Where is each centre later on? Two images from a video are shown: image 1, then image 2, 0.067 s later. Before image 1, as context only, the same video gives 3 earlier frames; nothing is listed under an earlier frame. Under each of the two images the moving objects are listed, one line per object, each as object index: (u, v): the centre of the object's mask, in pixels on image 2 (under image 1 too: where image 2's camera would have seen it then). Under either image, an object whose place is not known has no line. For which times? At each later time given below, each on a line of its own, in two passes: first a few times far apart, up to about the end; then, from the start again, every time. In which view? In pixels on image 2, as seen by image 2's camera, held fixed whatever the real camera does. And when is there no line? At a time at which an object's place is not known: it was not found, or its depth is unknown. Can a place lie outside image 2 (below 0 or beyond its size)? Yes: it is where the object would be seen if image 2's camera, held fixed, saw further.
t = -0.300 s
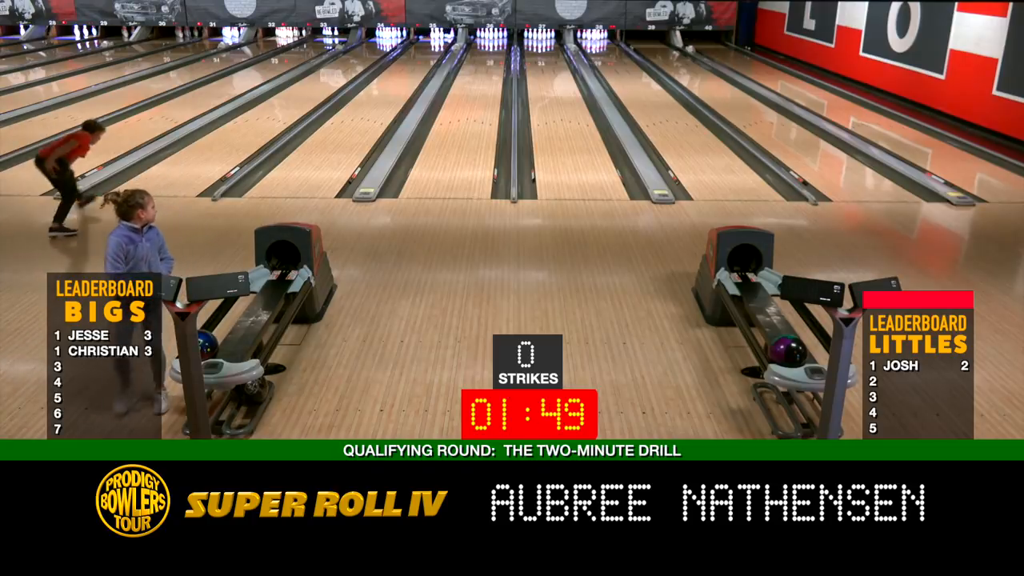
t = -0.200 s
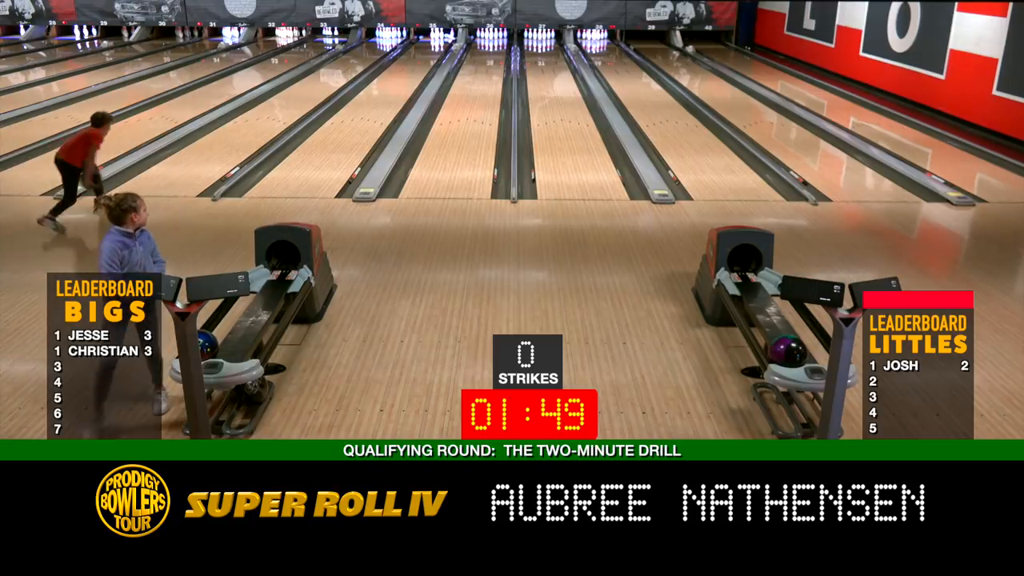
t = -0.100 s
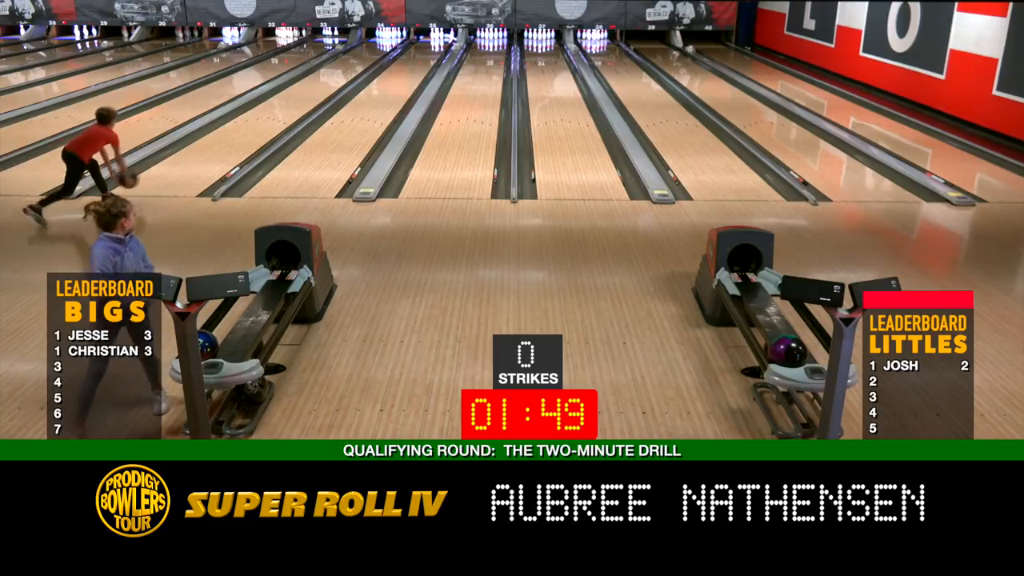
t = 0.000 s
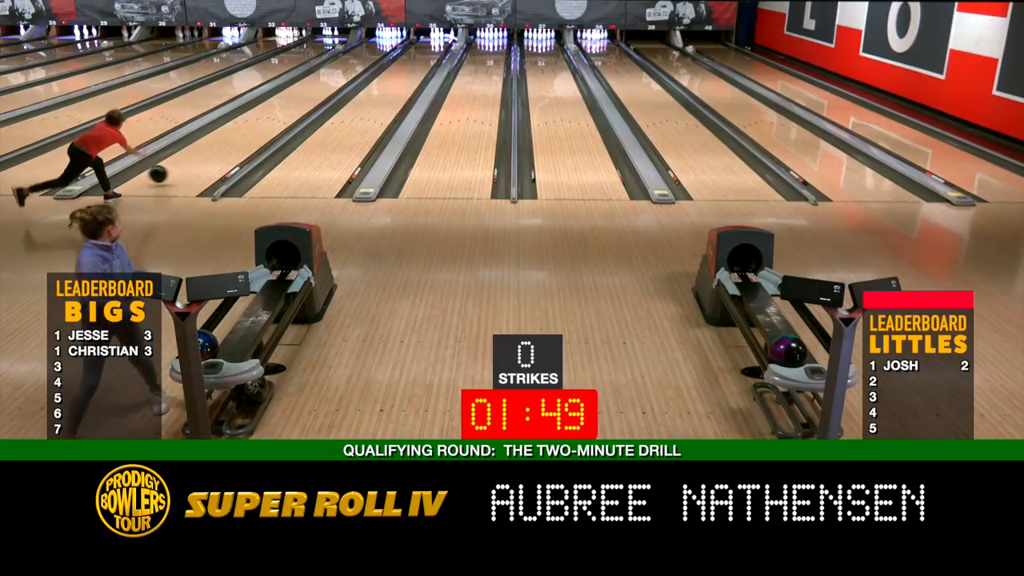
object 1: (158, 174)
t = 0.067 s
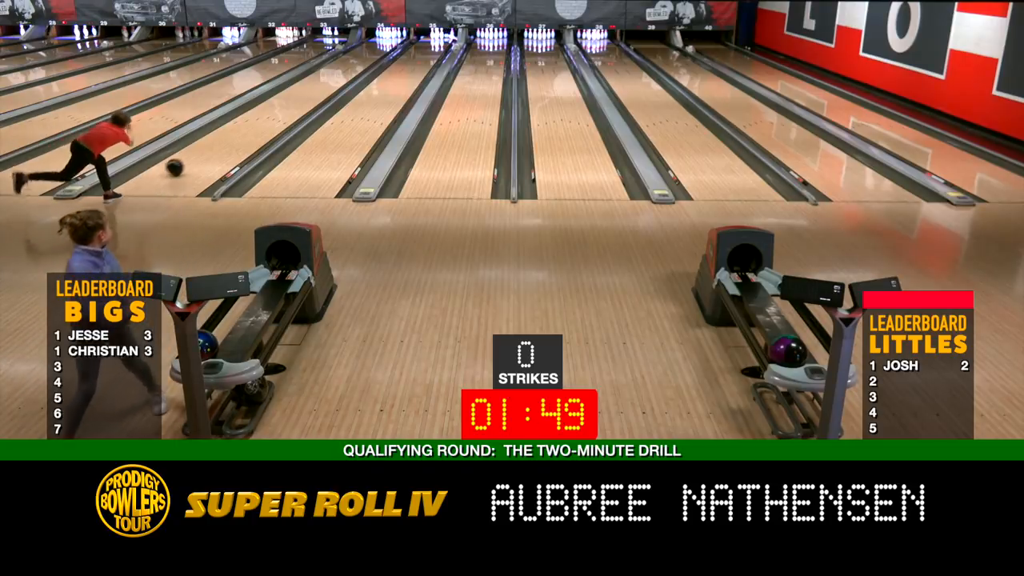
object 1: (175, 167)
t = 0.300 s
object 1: (221, 140)
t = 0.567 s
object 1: (262, 117)
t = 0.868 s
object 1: (296, 97)
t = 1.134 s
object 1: (319, 83)
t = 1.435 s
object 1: (340, 71)
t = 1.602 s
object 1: (349, 65)
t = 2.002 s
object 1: (367, 53)
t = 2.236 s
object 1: (375, 47)
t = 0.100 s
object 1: (182, 163)
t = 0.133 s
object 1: (190, 159)
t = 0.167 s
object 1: (196, 155)
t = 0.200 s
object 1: (203, 151)
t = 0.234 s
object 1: (209, 148)
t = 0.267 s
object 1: (215, 144)
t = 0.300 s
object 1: (221, 140)
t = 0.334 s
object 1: (227, 137)
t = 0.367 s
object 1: (233, 134)
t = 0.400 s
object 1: (238, 131)
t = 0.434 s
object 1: (243, 128)
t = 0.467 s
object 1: (248, 125)
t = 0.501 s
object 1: (253, 122)
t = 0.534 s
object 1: (257, 119)
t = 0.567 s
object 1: (262, 117)
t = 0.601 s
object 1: (266, 114)
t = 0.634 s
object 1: (270, 112)
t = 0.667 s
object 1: (274, 110)
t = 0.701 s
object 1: (278, 108)
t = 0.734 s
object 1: (282, 105)
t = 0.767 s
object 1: (286, 103)
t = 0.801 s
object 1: (289, 101)
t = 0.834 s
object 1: (293, 100)
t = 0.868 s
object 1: (296, 97)
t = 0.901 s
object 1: (299, 96)
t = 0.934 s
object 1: (302, 94)
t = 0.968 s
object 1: (305, 92)
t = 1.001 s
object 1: (308, 90)
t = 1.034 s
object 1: (311, 88)
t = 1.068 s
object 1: (314, 87)
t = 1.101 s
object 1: (317, 85)
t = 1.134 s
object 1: (319, 83)
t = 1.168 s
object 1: (322, 82)
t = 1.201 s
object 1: (324, 80)
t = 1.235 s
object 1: (327, 79)
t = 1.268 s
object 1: (329, 77)
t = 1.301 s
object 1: (331, 76)
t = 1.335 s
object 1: (334, 75)
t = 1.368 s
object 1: (336, 73)
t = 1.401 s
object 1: (338, 72)
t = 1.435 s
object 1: (340, 71)
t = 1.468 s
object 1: (342, 69)
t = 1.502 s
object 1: (344, 68)
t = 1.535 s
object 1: (346, 67)
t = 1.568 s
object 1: (348, 66)
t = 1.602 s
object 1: (349, 65)
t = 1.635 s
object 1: (351, 64)
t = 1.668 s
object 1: (353, 63)
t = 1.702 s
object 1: (355, 62)
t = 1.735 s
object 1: (356, 61)
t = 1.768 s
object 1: (358, 60)
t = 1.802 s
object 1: (359, 59)
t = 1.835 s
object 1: (361, 58)
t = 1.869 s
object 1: (362, 56)
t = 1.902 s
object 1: (364, 56)
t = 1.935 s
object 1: (365, 55)
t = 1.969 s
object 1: (366, 54)
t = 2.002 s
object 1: (367, 53)
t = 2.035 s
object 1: (369, 52)
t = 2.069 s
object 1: (370, 51)
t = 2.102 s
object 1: (371, 51)
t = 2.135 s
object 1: (371, 50)
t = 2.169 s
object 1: (373, 49)
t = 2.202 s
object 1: (374, 48)
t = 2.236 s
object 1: (375, 47)
